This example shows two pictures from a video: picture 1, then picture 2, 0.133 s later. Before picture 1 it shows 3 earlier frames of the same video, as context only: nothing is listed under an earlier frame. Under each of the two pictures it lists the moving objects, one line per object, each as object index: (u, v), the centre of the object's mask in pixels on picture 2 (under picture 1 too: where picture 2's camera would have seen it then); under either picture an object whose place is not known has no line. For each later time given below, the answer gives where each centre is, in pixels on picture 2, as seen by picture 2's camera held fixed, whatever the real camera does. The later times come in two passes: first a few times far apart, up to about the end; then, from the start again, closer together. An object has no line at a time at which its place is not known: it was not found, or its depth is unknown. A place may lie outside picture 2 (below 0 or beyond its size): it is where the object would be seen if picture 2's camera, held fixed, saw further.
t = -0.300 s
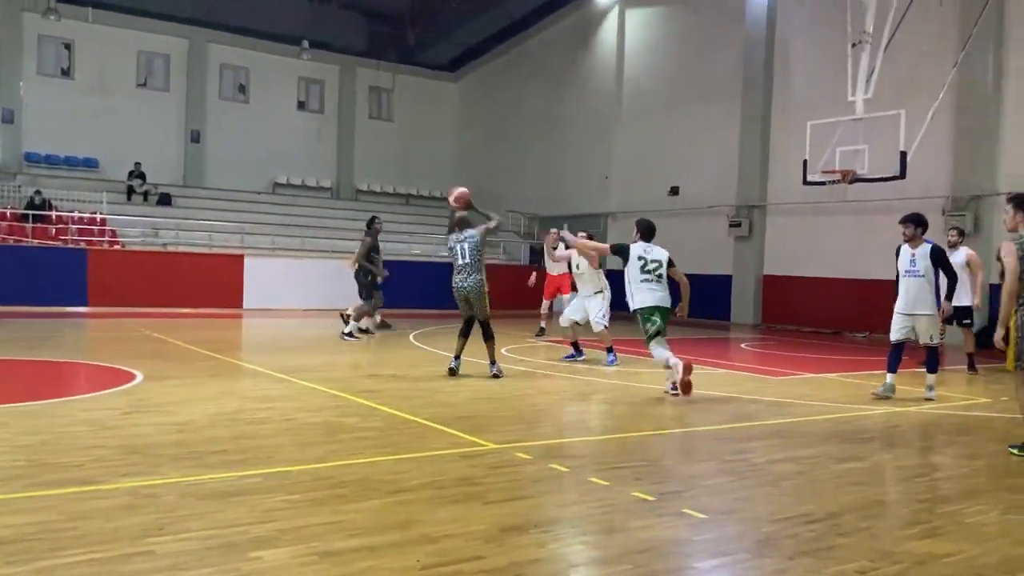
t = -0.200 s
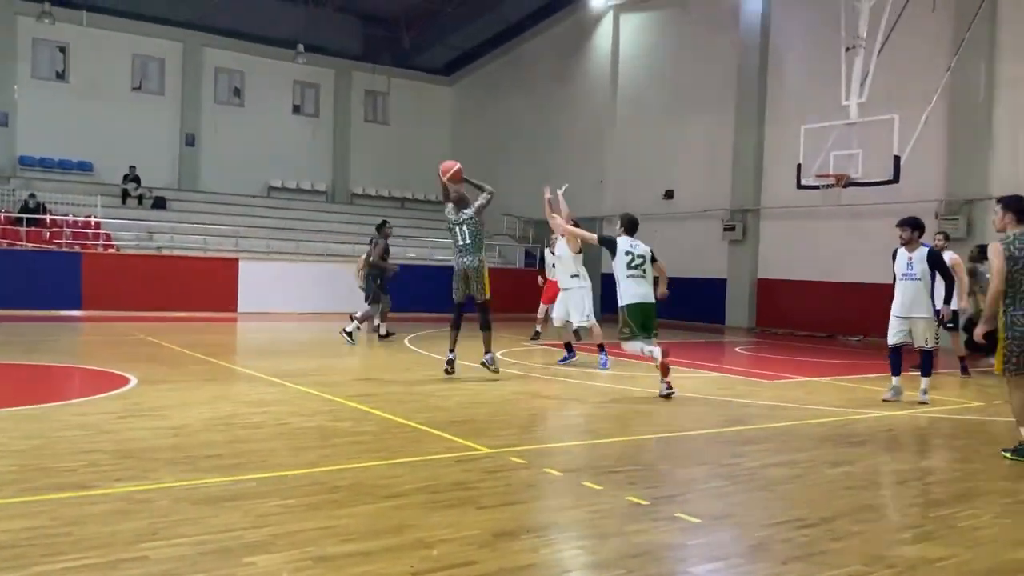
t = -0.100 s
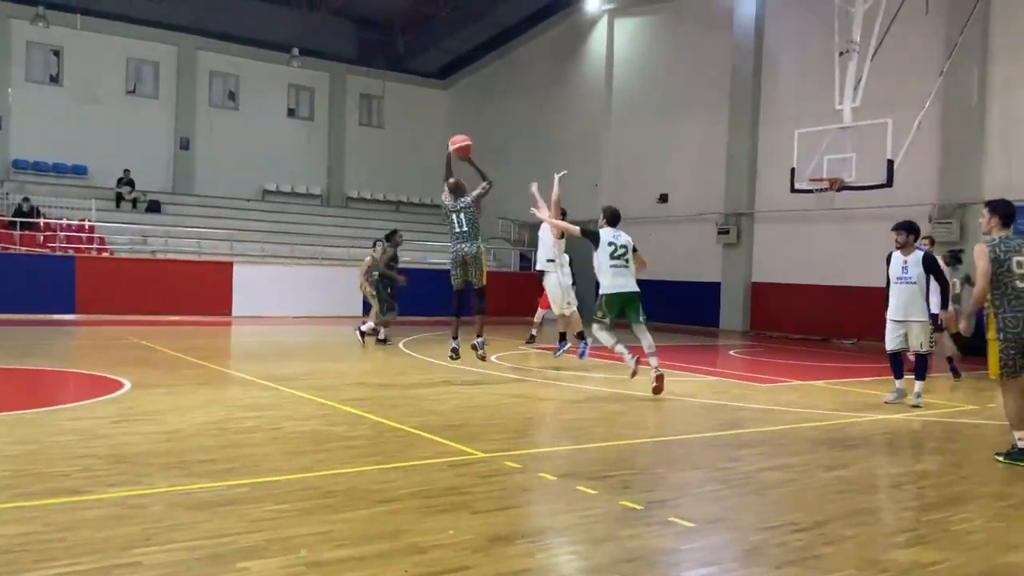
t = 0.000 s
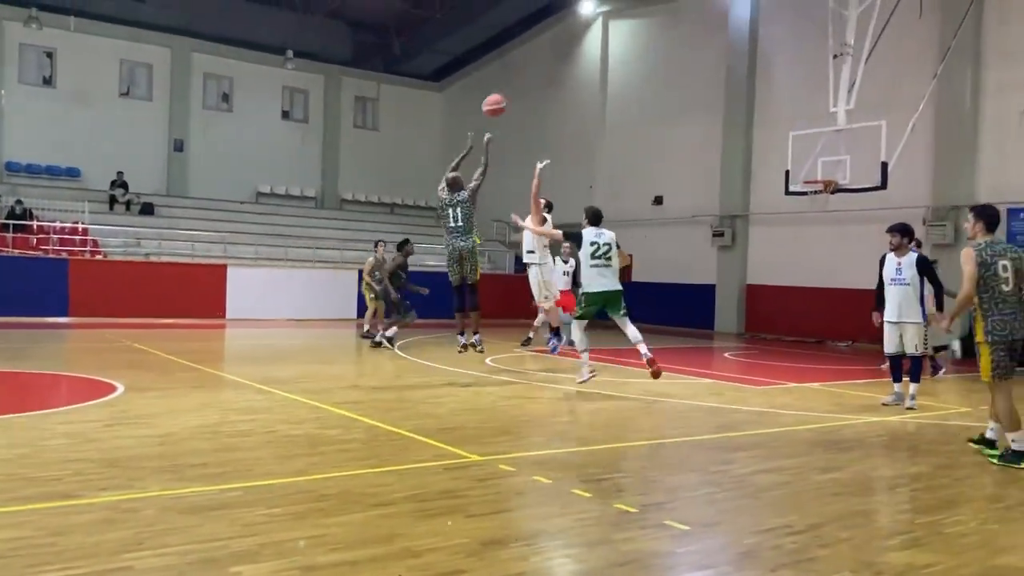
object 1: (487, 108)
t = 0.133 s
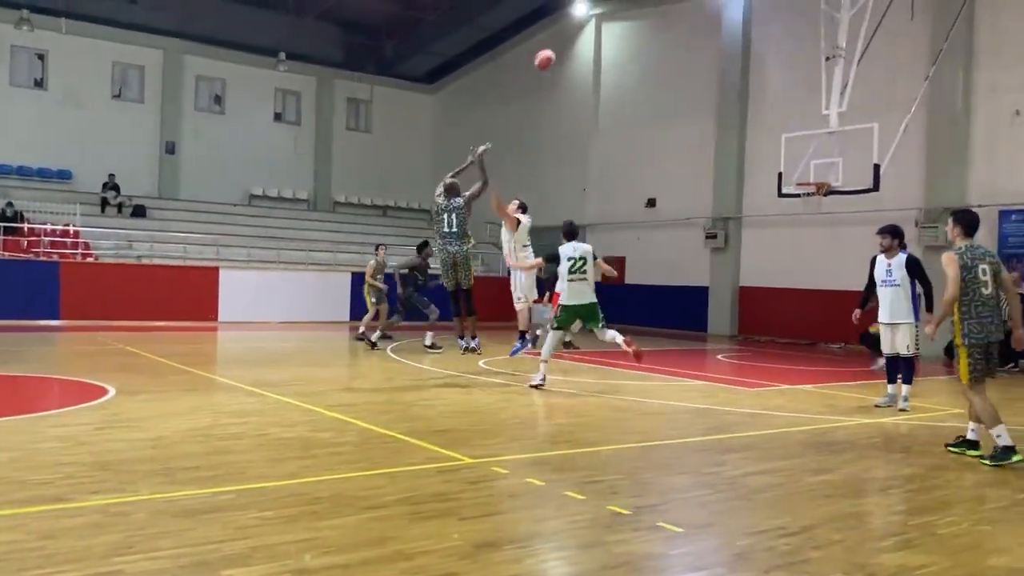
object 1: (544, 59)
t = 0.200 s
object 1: (570, 45)
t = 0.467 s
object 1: (655, 20)
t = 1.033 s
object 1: (780, 125)
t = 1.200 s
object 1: (807, 179)
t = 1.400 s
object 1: (796, 162)
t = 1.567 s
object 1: (771, 159)
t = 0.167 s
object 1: (558, 51)
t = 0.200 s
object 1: (570, 45)
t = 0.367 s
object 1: (626, 22)
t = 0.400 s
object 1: (636, 21)
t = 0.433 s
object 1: (646, 20)
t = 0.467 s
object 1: (655, 20)
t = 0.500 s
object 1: (665, 22)
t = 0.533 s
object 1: (674, 23)
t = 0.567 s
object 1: (683, 26)
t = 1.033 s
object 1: (780, 125)
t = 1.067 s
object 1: (786, 136)
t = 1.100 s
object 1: (791, 147)
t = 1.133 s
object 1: (796, 159)
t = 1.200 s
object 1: (807, 179)
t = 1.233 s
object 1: (815, 179)
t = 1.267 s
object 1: (815, 175)
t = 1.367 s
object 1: (801, 165)
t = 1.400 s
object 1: (796, 162)
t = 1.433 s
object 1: (791, 161)
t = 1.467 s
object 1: (786, 160)
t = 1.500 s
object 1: (781, 158)
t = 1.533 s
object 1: (776, 158)
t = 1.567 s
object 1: (771, 159)
